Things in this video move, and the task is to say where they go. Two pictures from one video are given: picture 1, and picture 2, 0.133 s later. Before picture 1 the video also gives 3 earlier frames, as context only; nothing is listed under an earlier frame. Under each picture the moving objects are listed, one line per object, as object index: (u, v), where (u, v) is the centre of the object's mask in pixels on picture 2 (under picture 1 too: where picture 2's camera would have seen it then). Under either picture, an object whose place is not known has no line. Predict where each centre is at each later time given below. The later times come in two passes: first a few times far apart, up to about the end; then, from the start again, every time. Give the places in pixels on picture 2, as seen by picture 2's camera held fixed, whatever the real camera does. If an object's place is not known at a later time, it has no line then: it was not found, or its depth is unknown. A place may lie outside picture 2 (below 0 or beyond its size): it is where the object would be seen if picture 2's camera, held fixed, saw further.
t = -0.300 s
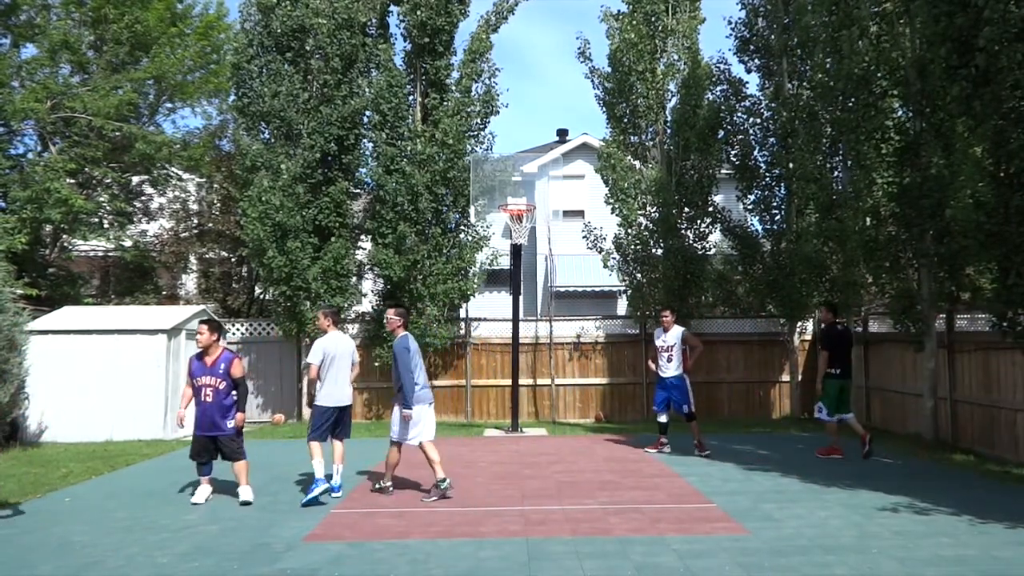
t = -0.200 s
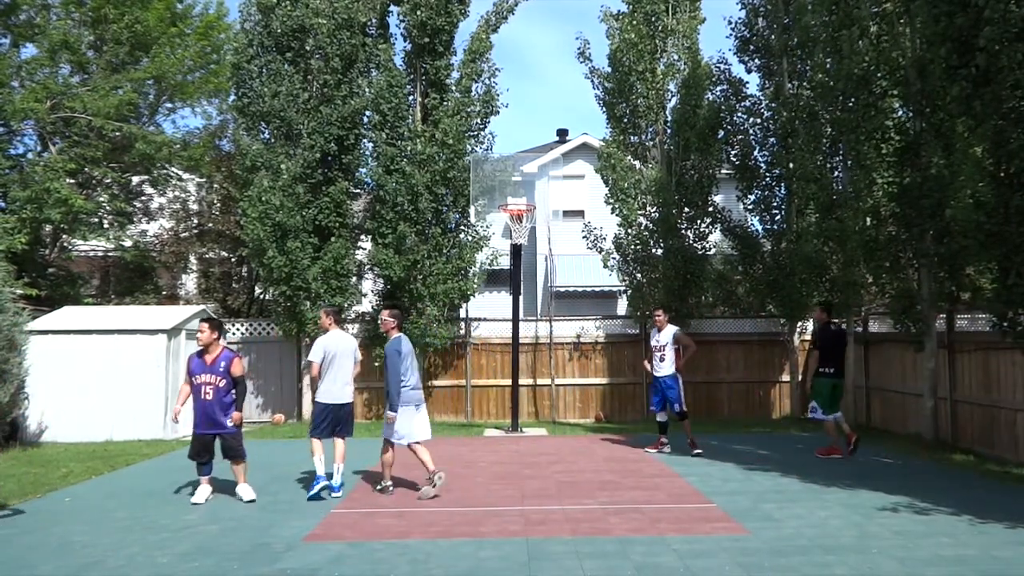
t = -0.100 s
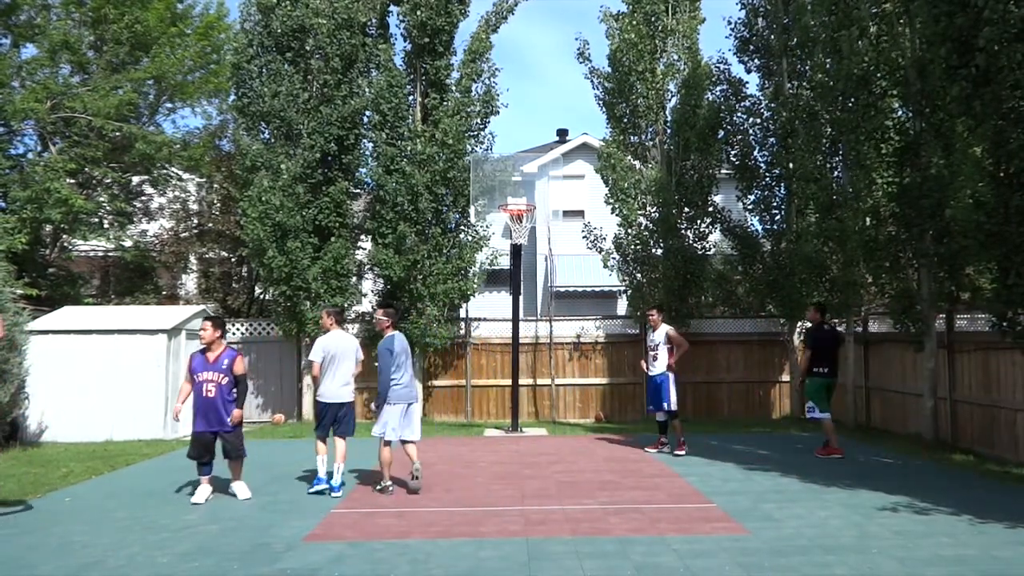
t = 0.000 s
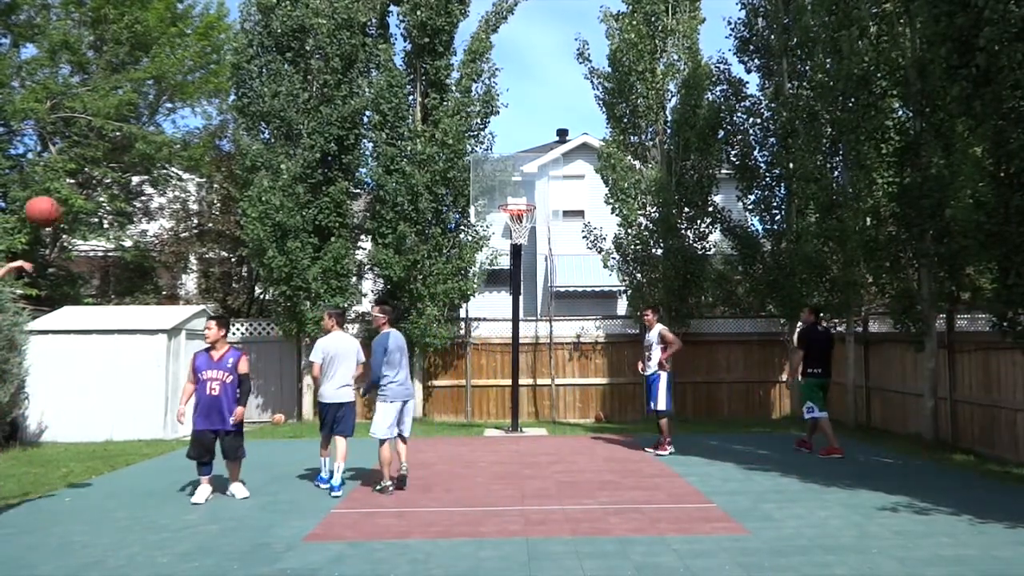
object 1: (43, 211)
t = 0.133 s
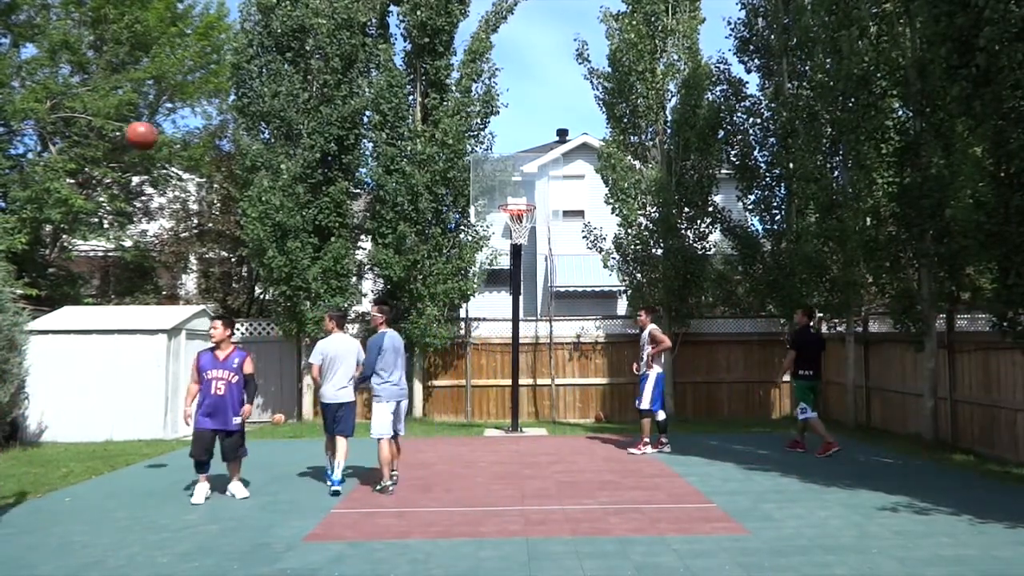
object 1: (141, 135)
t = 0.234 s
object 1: (204, 101)
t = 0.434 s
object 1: (307, 72)
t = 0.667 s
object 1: (401, 90)
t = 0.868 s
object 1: (465, 136)
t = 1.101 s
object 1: (524, 216)
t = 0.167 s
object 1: (164, 122)
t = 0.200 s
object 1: (184, 111)
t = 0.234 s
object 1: (204, 101)
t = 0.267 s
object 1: (224, 92)
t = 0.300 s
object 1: (241, 86)
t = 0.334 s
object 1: (259, 80)
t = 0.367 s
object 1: (275, 76)
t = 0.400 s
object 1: (293, 74)
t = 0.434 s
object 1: (307, 72)
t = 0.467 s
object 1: (322, 71)
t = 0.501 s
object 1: (336, 72)
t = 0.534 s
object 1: (350, 74)
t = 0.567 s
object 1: (363, 76)
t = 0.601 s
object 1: (377, 80)
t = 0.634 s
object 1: (389, 84)
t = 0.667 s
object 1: (401, 90)
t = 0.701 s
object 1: (413, 95)
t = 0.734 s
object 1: (425, 103)
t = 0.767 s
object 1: (435, 109)
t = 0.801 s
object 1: (444, 118)
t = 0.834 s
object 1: (456, 126)
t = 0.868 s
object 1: (465, 136)
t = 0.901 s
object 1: (475, 147)
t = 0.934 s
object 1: (485, 158)
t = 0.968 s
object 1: (494, 169)
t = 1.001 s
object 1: (503, 181)
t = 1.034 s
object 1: (512, 194)
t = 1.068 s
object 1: (520, 209)
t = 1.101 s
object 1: (524, 216)
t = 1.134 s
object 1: (519, 220)
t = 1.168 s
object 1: (518, 219)
